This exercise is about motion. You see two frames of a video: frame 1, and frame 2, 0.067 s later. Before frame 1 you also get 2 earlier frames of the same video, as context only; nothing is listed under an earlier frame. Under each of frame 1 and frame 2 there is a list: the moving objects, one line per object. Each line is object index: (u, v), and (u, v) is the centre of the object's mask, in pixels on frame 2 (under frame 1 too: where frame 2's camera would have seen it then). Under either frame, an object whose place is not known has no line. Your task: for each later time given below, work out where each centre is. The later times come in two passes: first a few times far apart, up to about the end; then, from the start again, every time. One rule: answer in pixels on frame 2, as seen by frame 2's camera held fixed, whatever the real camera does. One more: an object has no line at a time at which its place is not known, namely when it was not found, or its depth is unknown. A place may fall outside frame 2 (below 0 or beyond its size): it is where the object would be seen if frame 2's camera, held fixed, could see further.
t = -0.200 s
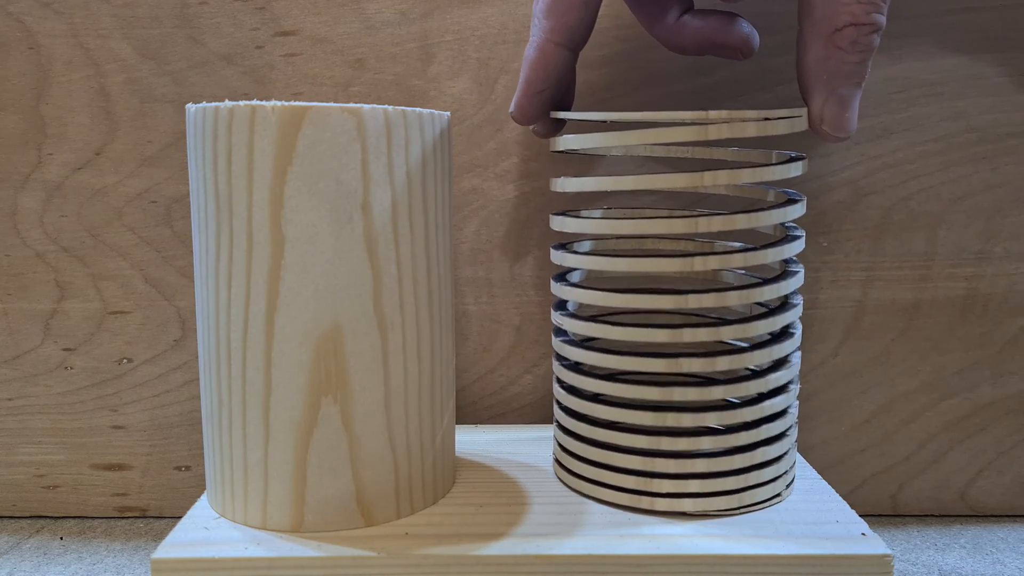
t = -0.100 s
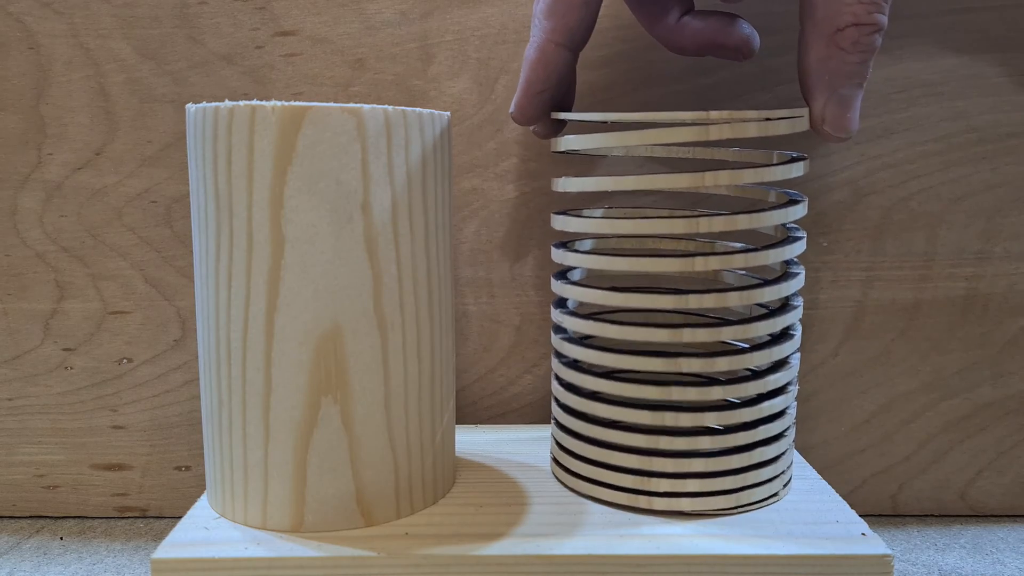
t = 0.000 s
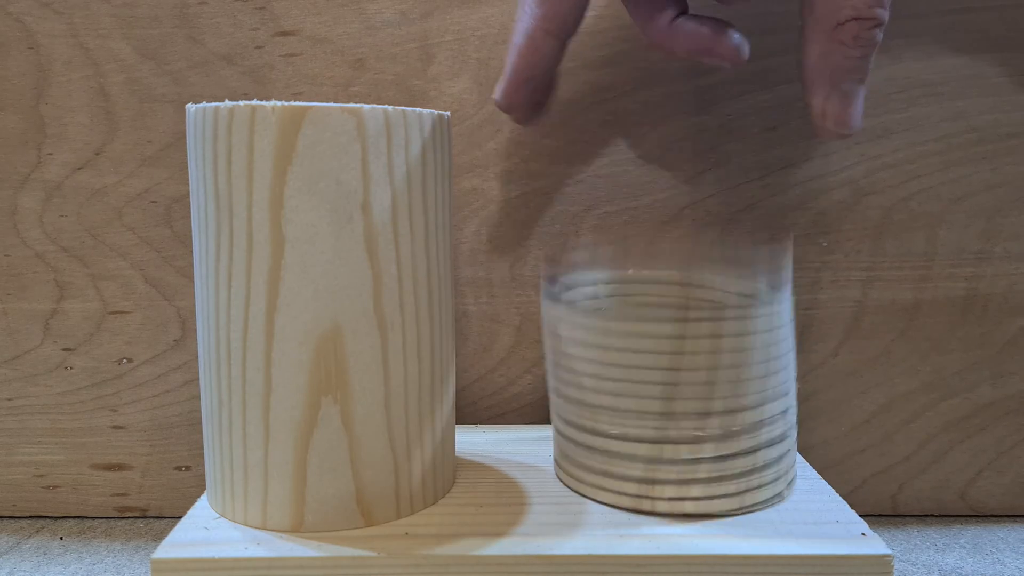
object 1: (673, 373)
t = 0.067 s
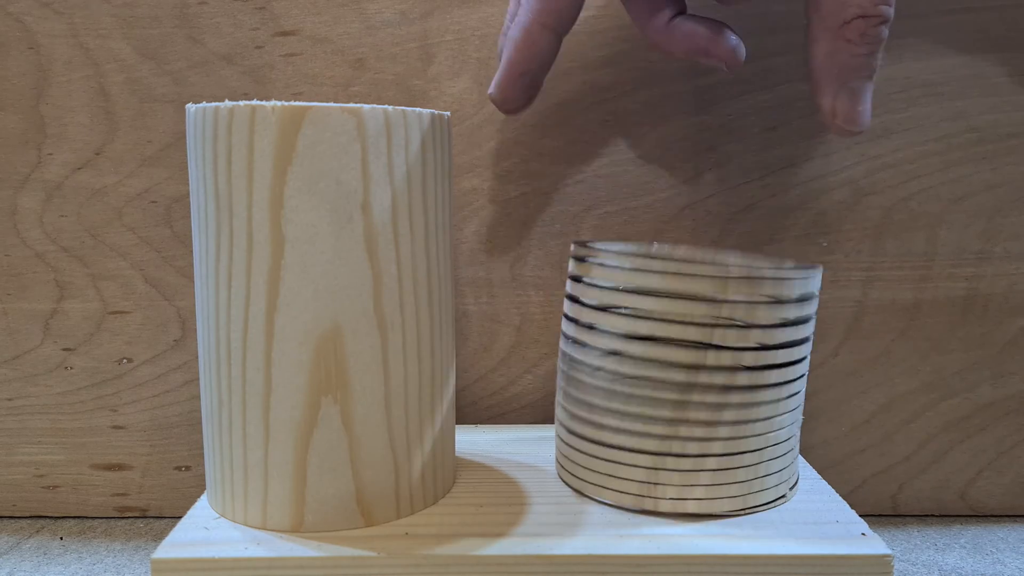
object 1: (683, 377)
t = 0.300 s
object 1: (678, 389)
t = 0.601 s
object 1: (678, 388)
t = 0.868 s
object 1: (678, 388)
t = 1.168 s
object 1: (678, 388)
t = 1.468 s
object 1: (678, 388)
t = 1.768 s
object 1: (678, 388)
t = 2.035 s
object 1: (678, 388)
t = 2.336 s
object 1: (678, 388)
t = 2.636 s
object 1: (678, 388)
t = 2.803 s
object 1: (678, 388)
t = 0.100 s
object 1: (681, 386)
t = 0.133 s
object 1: (678, 385)
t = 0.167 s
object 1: (677, 382)
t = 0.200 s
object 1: (679, 386)
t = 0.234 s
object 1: (679, 386)
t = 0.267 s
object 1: (678, 385)
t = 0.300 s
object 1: (678, 389)
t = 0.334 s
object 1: (678, 387)
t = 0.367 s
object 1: (678, 387)
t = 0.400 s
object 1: (678, 388)
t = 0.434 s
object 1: (678, 387)
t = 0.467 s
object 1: (678, 388)
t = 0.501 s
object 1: (678, 388)
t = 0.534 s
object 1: (678, 388)
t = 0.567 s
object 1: (678, 388)
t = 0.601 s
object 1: (678, 388)
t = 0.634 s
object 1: (678, 388)
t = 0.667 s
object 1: (678, 388)
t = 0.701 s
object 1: (678, 388)
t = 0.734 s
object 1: (678, 388)
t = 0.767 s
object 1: (678, 388)
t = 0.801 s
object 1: (678, 388)
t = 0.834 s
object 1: (678, 388)
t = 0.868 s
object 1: (678, 388)
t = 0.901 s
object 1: (678, 388)
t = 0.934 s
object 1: (678, 388)
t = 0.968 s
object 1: (678, 388)
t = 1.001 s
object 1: (678, 388)
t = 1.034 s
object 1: (678, 388)
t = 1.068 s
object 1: (678, 388)
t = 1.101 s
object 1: (678, 388)
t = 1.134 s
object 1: (678, 388)
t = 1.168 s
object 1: (678, 388)
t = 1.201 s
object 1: (678, 388)
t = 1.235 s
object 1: (678, 388)
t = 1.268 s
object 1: (678, 388)
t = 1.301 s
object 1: (678, 388)
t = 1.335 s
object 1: (678, 388)
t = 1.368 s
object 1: (678, 388)
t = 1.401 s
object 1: (678, 388)
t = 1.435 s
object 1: (678, 388)
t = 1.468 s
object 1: (678, 388)
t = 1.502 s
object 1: (678, 388)
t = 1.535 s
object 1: (678, 388)
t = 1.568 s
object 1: (678, 388)
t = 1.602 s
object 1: (678, 388)
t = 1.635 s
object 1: (678, 388)
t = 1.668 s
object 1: (678, 388)
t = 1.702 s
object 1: (678, 388)
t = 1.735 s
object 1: (678, 388)
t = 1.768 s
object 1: (678, 388)
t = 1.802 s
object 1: (678, 388)
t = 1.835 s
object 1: (678, 388)
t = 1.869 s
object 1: (678, 388)
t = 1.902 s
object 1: (678, 388)
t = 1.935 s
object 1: (678, 388)
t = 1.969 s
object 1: (678, 388)
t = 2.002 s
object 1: (678, 388)
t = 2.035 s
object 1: (678, 388)
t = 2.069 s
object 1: (678, 388)
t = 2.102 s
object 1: (678, 388)
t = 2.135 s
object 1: (678, 388)
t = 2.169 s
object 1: (678, 388)
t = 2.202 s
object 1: (678, 388)
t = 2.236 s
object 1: (678, 388)
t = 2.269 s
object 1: (678, 388)
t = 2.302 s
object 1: (678, 388)
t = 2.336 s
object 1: (678, 388)
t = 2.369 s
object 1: (678, 388)
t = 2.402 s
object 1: (678, 388)
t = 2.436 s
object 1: (678, 388)
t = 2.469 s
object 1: (678, 388)
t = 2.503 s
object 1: (678, 388)
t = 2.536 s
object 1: (678, 388)
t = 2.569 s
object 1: (678, 388)
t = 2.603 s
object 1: (678, 388)
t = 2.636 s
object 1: (678, 388)
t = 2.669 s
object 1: (678, 388)
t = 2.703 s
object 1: (678, 388)
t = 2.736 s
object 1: (678, 388)
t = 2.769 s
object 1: (678, 388)
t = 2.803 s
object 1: (678, 388)
